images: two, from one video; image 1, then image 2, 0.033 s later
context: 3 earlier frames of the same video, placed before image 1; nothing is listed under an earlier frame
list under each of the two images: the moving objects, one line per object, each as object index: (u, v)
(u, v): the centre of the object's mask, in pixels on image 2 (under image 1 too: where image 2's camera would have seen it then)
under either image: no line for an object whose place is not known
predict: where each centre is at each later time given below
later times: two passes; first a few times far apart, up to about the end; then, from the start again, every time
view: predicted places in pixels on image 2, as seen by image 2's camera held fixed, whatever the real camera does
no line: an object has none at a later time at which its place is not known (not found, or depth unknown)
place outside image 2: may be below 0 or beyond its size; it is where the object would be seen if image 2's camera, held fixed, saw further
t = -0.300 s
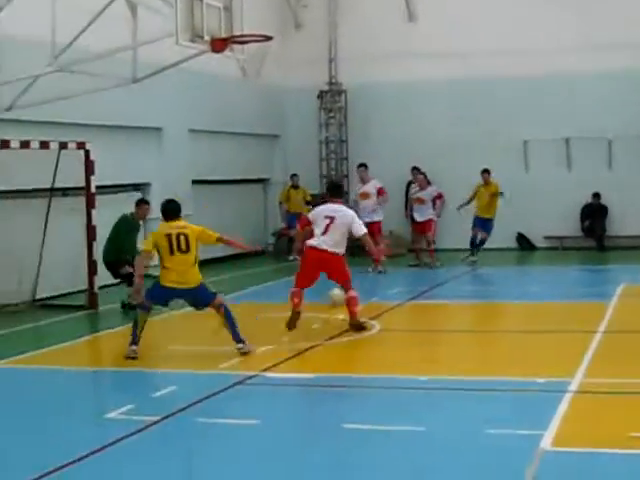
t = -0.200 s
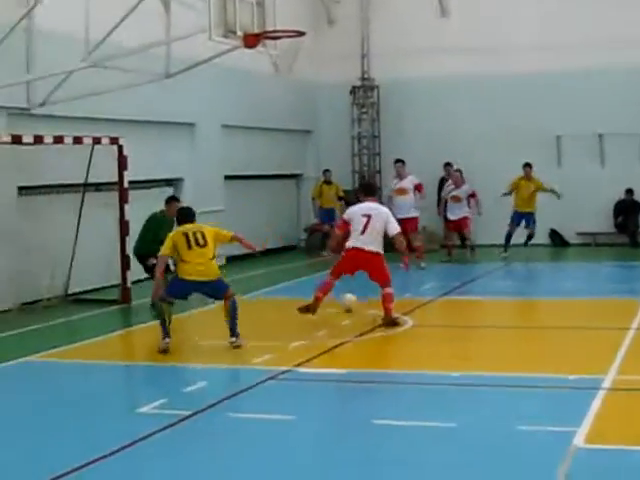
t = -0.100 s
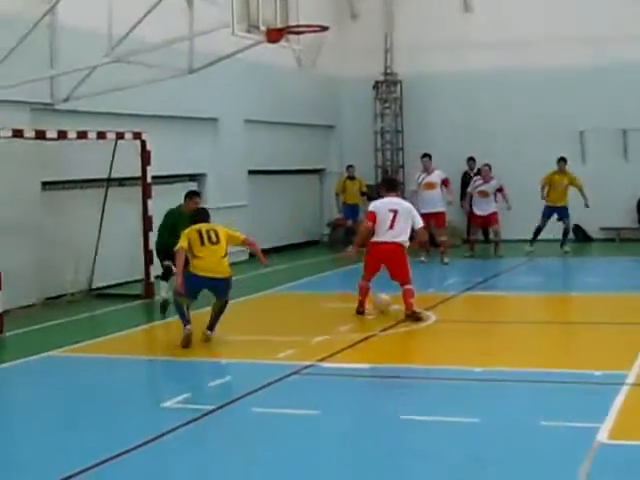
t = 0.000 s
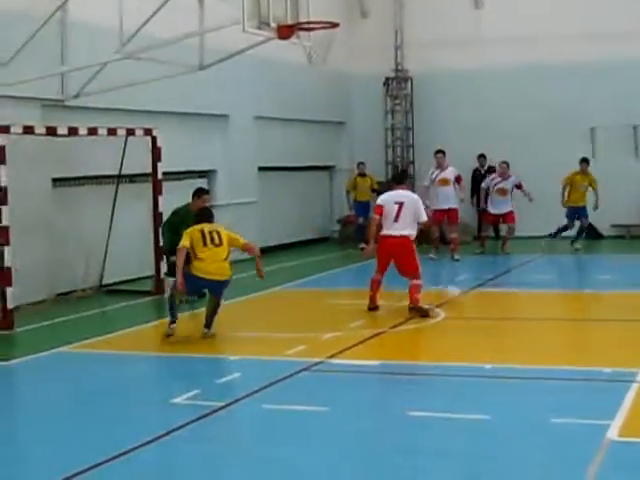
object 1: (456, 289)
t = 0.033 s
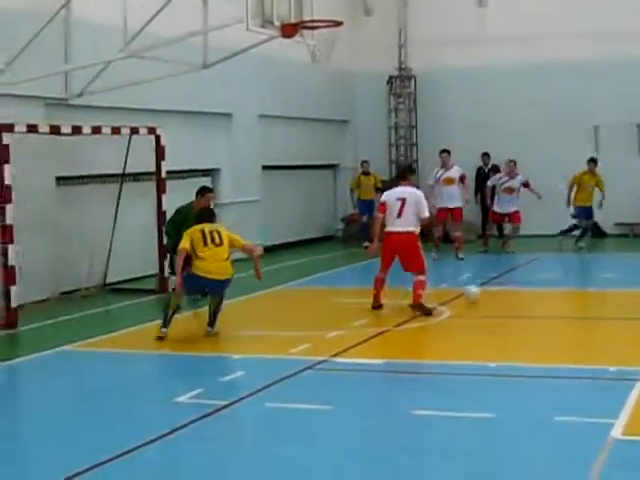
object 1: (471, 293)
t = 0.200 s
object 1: (558, 296)
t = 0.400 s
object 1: (651, 295)
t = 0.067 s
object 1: (491, 296)
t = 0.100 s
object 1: (508, 296)
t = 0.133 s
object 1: (525, 296)
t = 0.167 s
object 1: (542, 297)
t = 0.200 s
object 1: (558, 296)
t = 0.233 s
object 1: (575, 295)
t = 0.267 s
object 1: (591, 296)
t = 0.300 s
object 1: (606, 295)
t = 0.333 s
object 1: (619, 296)
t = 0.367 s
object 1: (635, 296)
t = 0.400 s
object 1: (651, 295)
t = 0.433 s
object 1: (666, 295)
